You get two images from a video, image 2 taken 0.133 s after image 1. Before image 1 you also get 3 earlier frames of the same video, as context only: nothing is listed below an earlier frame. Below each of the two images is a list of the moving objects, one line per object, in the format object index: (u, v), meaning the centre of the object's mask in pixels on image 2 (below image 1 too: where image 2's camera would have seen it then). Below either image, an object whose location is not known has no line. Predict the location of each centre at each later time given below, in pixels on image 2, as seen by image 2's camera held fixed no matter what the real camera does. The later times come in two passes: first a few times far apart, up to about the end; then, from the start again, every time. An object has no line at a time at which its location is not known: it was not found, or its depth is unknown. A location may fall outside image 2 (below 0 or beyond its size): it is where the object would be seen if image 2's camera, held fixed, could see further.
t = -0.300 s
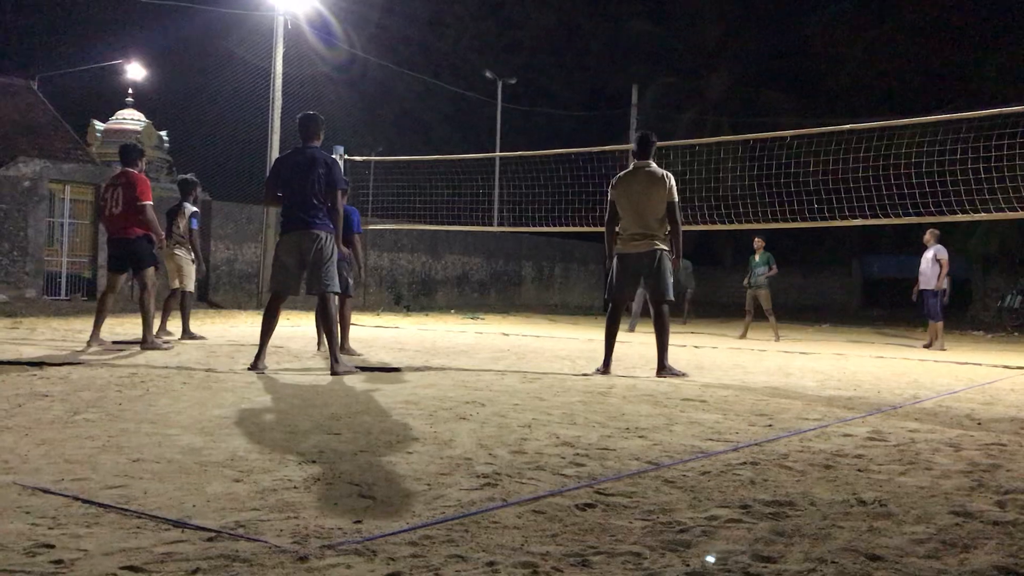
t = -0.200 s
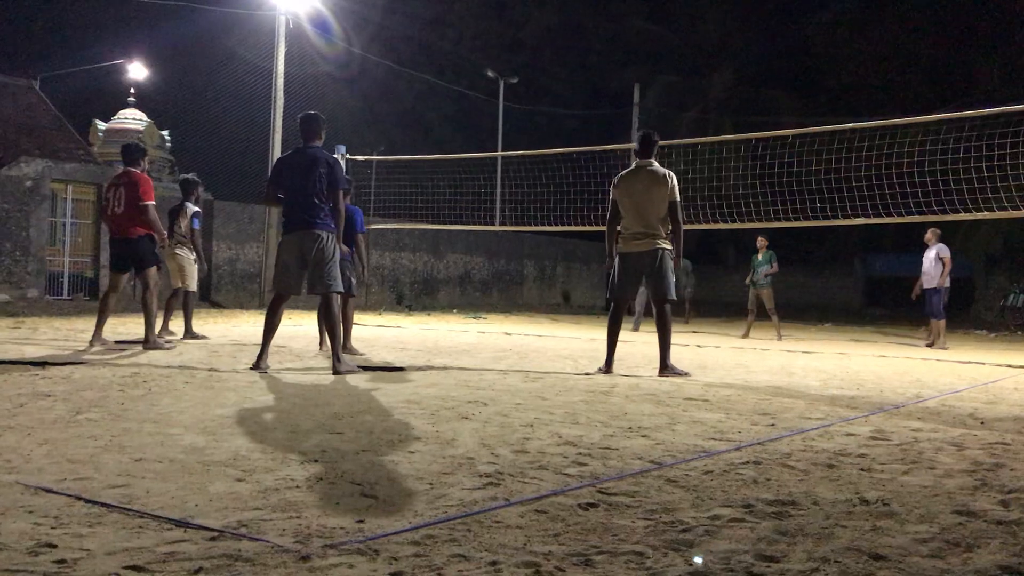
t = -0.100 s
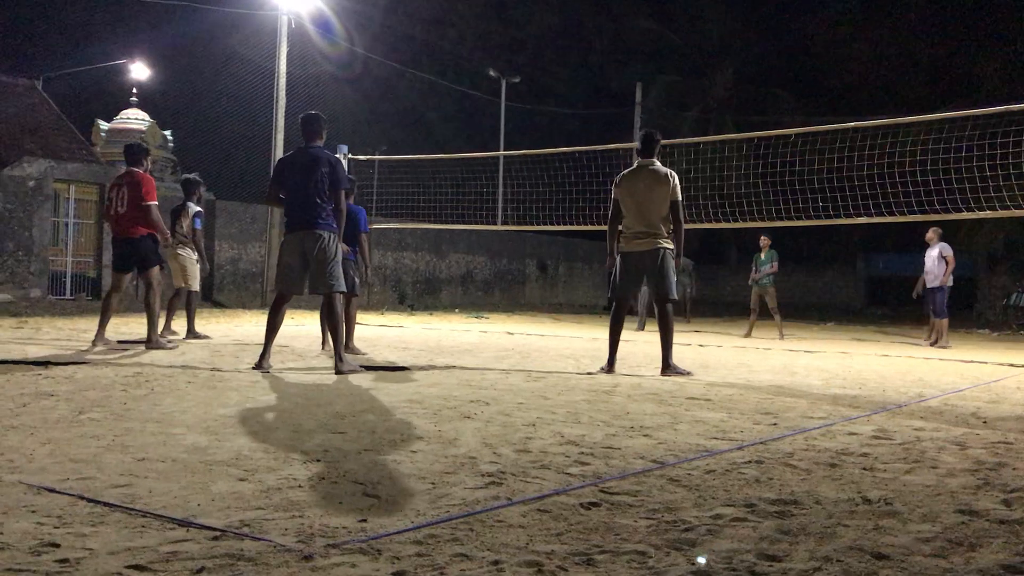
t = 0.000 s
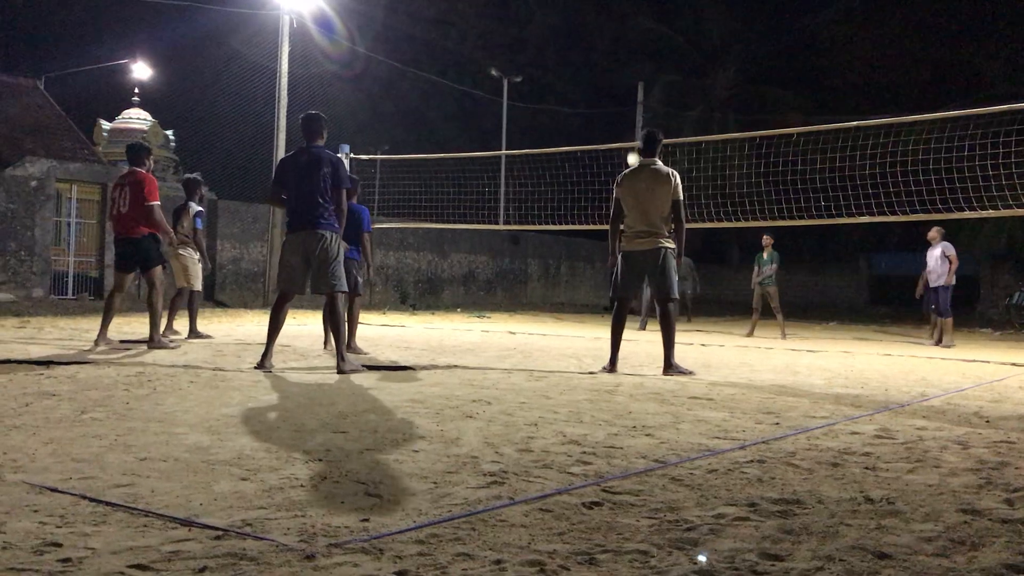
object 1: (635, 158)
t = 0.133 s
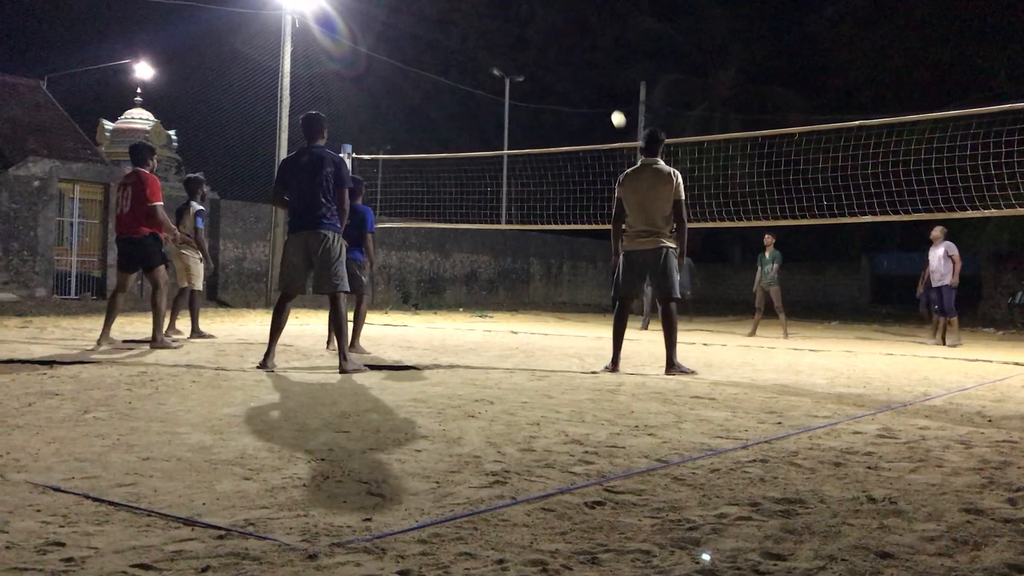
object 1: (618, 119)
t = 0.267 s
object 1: (599, 83)
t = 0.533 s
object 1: (552, 35)
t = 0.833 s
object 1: (478, 32)
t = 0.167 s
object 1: (614, 109)
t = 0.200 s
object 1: (609, 100)
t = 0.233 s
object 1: (604, 92)
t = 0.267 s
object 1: (599, 83)
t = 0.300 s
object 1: (594, 76)
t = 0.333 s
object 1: (589, 69)
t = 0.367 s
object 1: (583, 62)
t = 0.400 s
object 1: (577, 56)
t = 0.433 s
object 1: (571, 50)
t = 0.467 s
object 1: (564, 42)
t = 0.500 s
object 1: (558, 39)
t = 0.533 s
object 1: (552, 35)
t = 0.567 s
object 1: (545, 31)
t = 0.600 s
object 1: (537, 27)
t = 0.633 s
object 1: (530, 25)
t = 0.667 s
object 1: (522, 24)
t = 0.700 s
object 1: (513, 23)
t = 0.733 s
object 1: (505, 24)
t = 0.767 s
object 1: (496, 25)
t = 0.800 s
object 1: (487, 28)
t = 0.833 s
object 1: (478, 32)
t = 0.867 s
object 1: (469, 37)
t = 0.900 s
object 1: (459, 43)
